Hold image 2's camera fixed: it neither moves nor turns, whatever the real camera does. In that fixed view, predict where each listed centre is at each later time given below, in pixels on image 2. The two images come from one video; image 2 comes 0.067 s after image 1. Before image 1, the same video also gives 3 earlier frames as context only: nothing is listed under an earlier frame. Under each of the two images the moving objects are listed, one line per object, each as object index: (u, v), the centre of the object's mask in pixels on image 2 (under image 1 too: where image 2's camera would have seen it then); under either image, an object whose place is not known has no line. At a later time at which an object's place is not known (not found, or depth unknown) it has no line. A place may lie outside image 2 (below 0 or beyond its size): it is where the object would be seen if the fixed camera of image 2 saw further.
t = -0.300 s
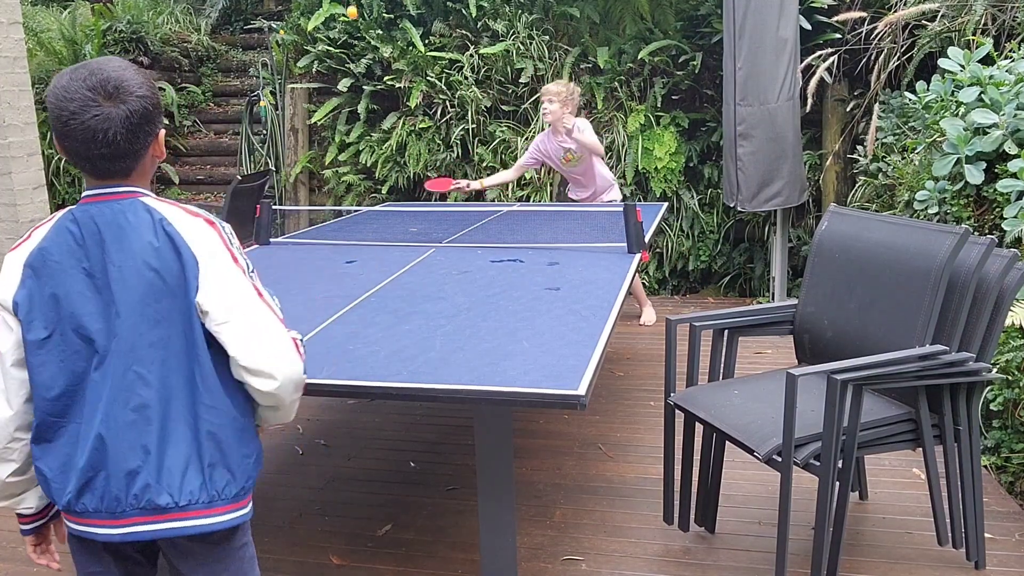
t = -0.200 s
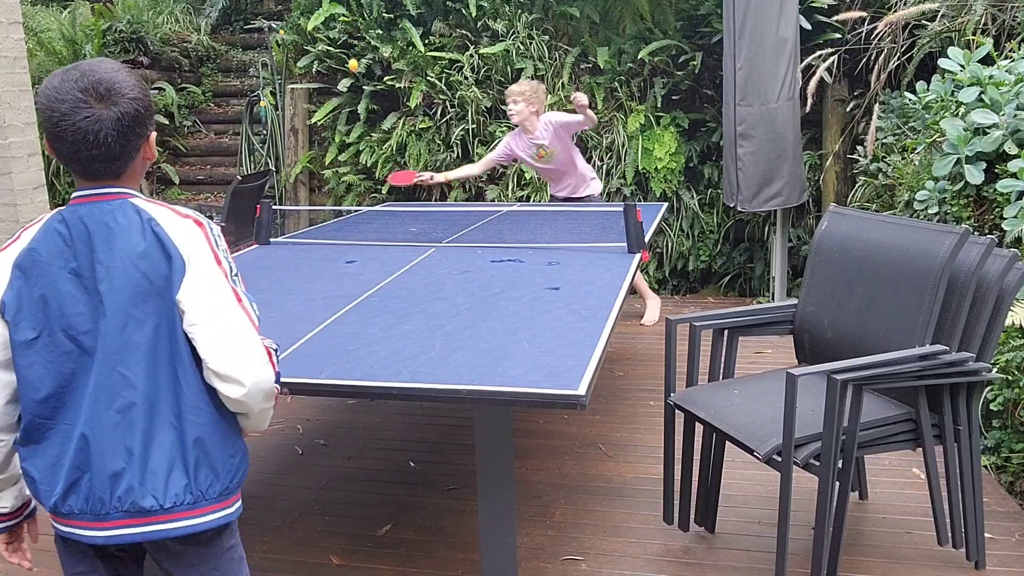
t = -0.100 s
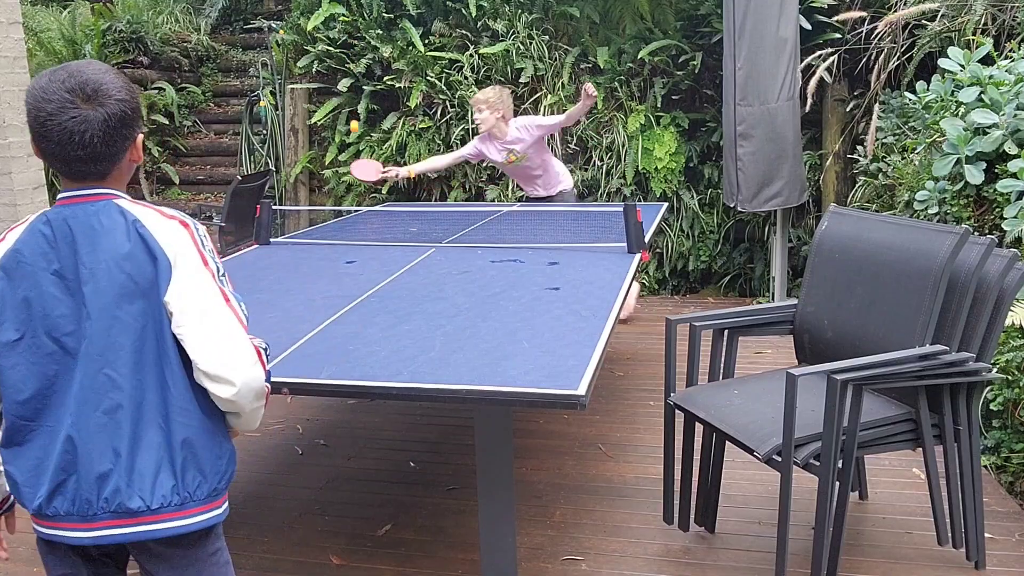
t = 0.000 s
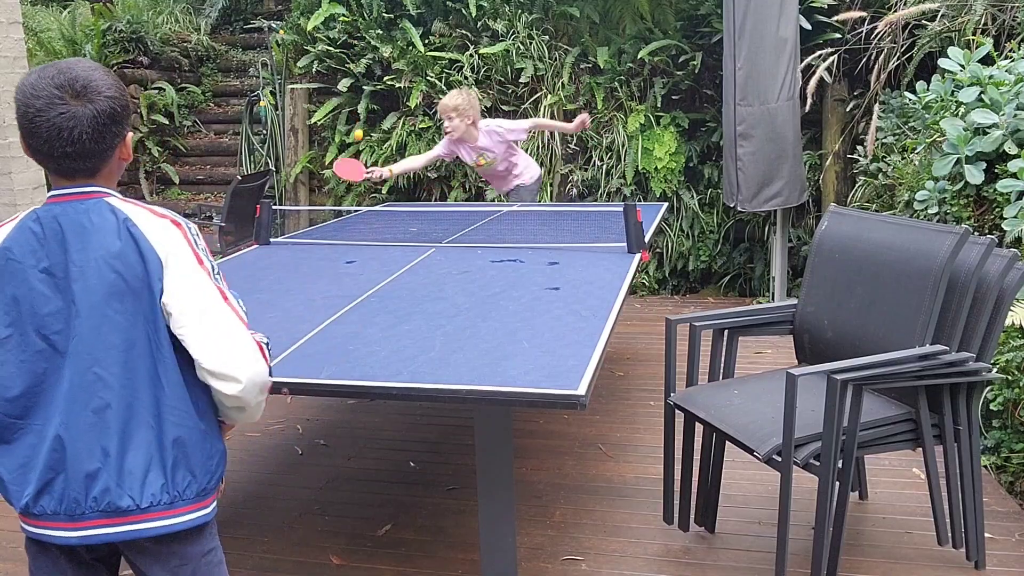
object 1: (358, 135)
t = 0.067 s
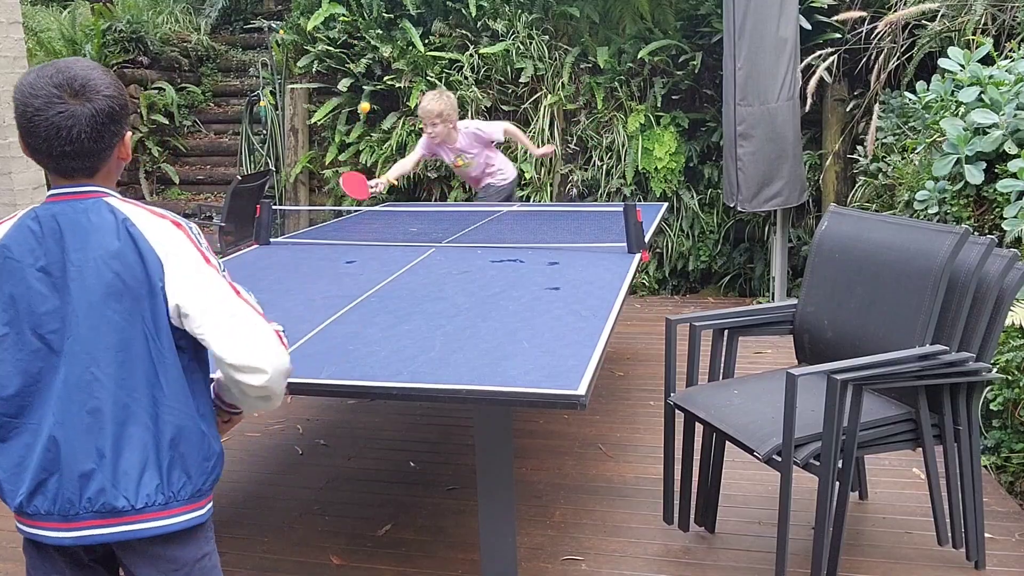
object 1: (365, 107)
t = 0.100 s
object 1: (369, 96)
